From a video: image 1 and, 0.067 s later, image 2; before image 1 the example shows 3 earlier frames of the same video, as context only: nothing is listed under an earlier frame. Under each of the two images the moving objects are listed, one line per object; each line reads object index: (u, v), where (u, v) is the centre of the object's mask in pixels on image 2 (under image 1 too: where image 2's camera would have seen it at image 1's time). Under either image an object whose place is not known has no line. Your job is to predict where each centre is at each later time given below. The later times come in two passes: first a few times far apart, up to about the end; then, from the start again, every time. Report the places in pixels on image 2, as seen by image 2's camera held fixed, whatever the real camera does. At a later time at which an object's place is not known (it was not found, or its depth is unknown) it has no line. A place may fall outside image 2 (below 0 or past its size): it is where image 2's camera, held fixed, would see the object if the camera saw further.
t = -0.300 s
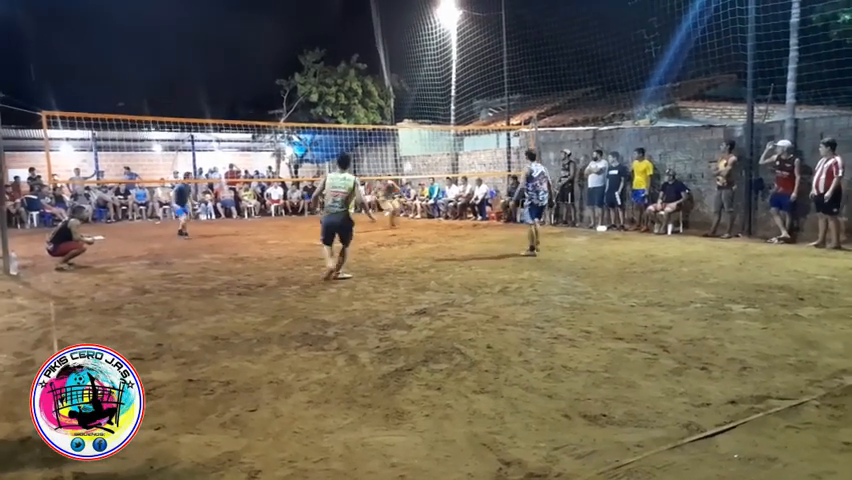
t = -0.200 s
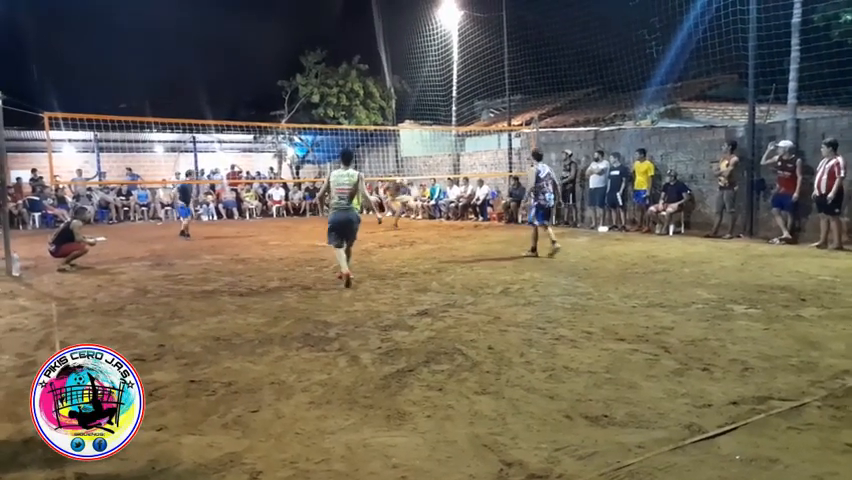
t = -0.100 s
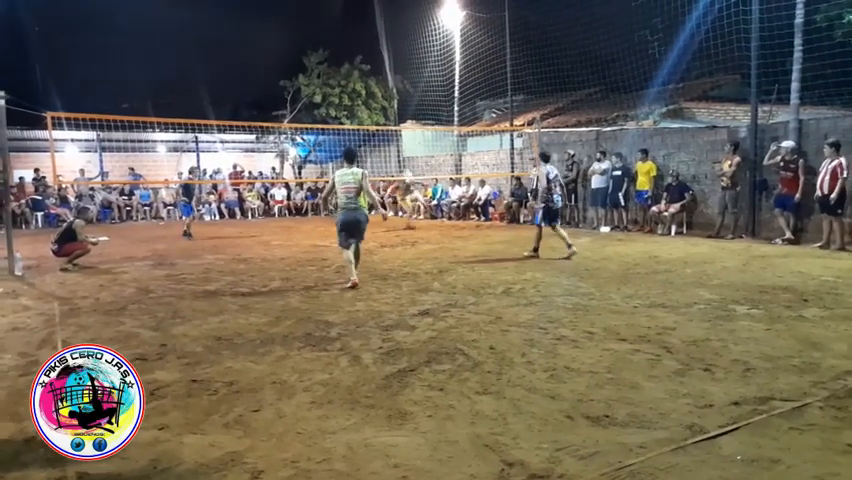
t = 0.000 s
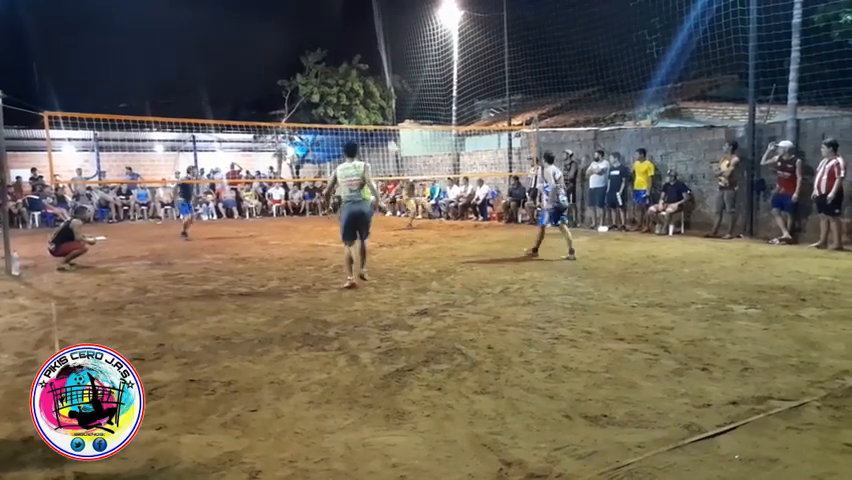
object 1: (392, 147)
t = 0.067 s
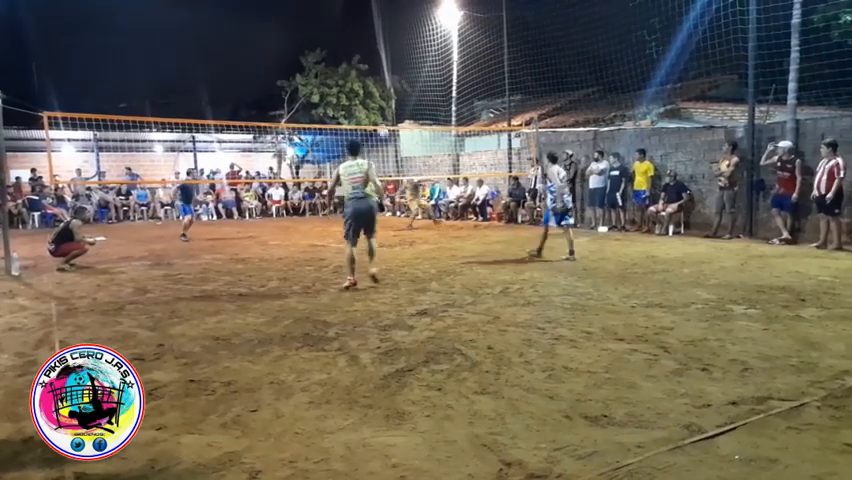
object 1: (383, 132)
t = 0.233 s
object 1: (357, 93)
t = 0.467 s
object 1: (320, 58)
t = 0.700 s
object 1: (280, 44)
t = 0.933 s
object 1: (238, 57)
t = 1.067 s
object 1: (214, 76)
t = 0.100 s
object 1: (377, 121)
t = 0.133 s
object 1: (373, 115)
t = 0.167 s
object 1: (368, 107)
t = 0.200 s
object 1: (362, 100)
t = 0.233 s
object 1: (357, 93)
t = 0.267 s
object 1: (352, 87)
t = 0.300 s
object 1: (346, 81)
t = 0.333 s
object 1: (342, 76)
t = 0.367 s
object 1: (336, 70)
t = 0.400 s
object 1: (331, 66)
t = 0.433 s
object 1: (325, 61)
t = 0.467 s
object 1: (320, 58)
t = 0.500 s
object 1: (314, 55)
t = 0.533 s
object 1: (309, 52)
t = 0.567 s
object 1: (303, 49)
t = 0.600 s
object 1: (297, 47)
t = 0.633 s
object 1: (291, 46)
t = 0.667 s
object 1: (286, 45)
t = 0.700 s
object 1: (280, 44)
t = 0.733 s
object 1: (274, 44)
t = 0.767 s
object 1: (268, 45)
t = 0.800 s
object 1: (262, 46)
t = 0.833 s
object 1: (256, 48)
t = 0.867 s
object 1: (250, 50)
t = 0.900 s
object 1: (244, 53)
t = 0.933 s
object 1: (238, 57)
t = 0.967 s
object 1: (232, 61)
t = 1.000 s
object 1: (226, 65)
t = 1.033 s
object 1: (220, 70)
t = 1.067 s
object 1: (214, 76)
